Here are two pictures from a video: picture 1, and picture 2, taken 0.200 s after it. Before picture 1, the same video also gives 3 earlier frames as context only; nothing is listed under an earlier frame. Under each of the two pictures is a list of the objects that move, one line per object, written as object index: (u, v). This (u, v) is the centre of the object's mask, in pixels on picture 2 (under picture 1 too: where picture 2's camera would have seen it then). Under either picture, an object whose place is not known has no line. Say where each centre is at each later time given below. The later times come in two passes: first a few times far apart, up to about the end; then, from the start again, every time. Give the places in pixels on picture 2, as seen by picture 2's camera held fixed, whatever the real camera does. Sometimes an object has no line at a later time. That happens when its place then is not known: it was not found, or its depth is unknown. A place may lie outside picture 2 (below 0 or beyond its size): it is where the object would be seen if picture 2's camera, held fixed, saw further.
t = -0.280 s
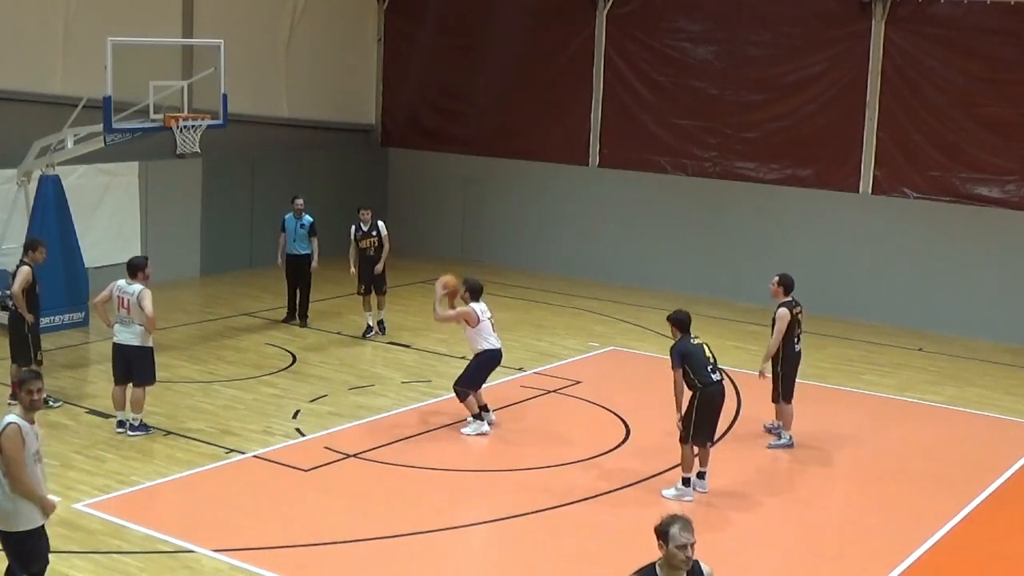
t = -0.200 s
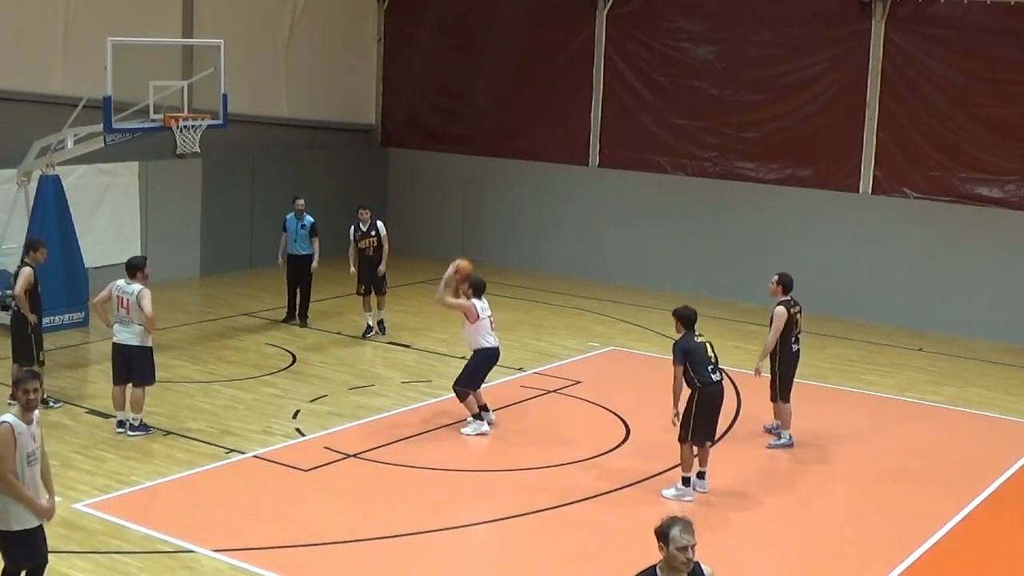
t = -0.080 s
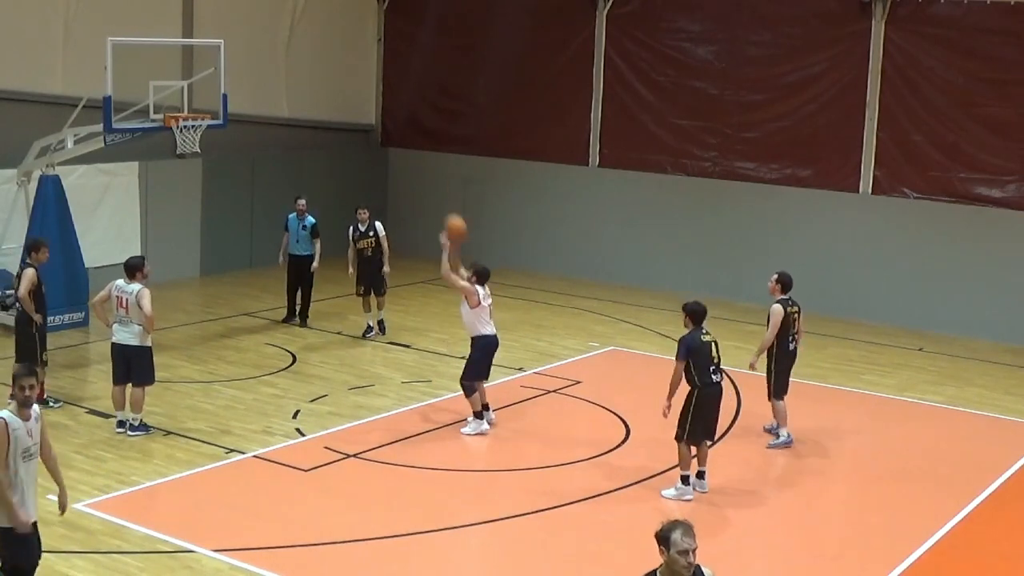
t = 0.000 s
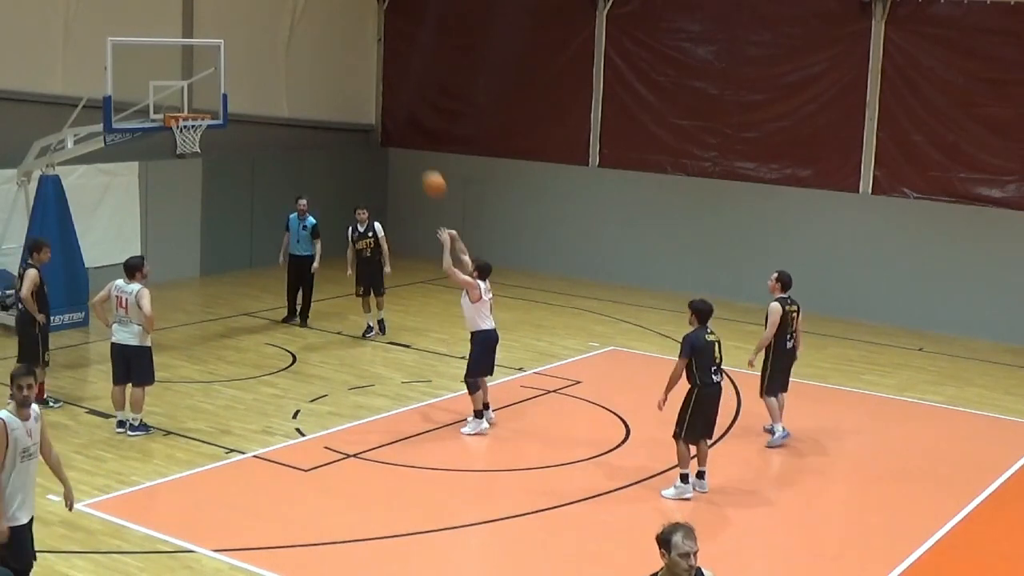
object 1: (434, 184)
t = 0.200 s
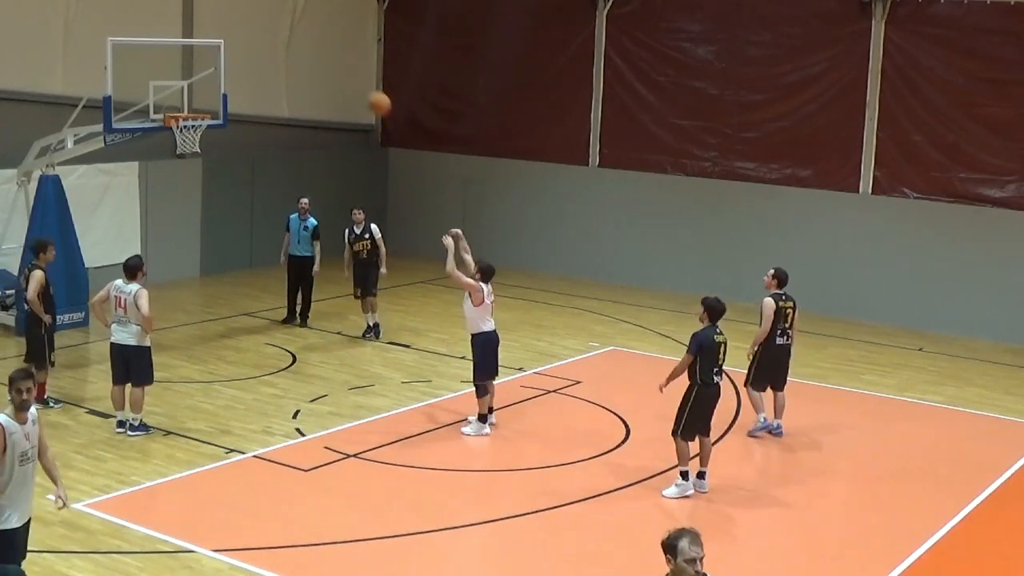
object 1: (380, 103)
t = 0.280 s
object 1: (358, 81)
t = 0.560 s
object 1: (286, 53)
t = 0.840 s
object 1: (221, 93)
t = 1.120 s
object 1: (203, 77)
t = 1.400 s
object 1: (197, 95)
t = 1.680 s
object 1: (215, 102)
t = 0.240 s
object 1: (369, 91)
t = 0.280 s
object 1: (358, 81)
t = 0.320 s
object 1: (347, 73)
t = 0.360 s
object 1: (336, 66)
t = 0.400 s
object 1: (326, 61)
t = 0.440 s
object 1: (316, 57)
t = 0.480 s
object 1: (305, 54)
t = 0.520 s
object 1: (296, 53)
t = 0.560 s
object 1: (286, 53)
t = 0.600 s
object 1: (277, 55)
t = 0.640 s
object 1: (267, 58)
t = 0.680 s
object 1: (257, 62)
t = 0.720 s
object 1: (248, 68)
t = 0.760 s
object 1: (239, 74)
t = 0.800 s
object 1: (230, 83)
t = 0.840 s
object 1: (221, 93)
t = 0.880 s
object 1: (210, 104)
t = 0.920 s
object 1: (208, 104)
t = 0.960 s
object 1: (206, 94)
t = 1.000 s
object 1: (206, 89)
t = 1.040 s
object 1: (205, 85)
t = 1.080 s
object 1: (204, 80)
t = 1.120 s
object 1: (203, 77)
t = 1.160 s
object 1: (203, 76)
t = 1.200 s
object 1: (202, 76)
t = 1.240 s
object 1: (201, 78)
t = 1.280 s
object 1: (200, 80)
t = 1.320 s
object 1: (199, 84)
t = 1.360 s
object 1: (198, 89)
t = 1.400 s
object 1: (197, 95)
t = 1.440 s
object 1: (195, 104)
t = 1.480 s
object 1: (195, 104)
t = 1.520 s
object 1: (195, 103)
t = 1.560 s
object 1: (200, 100)
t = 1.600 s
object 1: (204, 100)
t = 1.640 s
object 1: (209, 101)
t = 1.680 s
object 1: (215, 102)
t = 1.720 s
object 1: (220, 105)
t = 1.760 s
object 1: (226, 110)
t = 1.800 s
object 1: (231, 115)
